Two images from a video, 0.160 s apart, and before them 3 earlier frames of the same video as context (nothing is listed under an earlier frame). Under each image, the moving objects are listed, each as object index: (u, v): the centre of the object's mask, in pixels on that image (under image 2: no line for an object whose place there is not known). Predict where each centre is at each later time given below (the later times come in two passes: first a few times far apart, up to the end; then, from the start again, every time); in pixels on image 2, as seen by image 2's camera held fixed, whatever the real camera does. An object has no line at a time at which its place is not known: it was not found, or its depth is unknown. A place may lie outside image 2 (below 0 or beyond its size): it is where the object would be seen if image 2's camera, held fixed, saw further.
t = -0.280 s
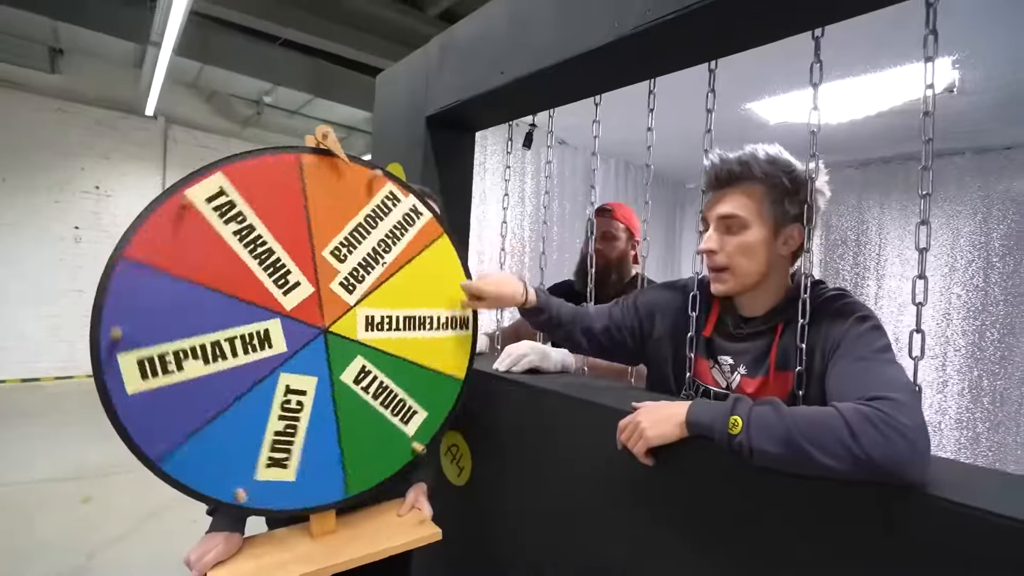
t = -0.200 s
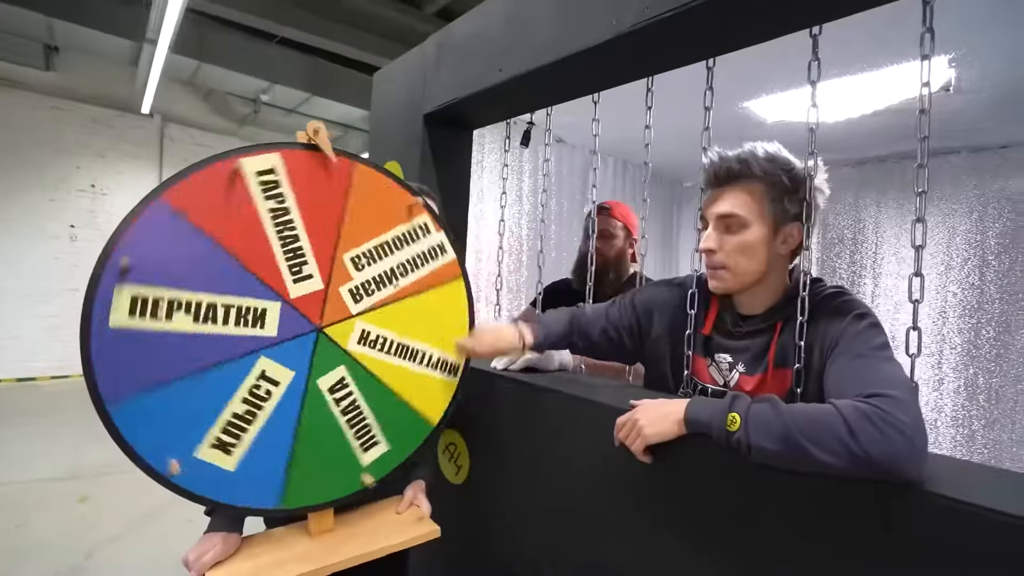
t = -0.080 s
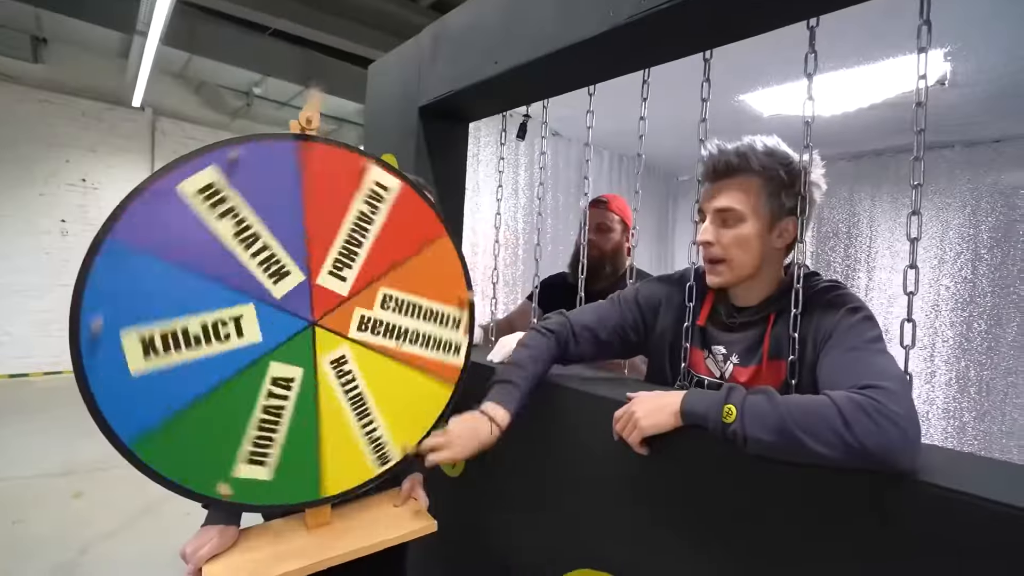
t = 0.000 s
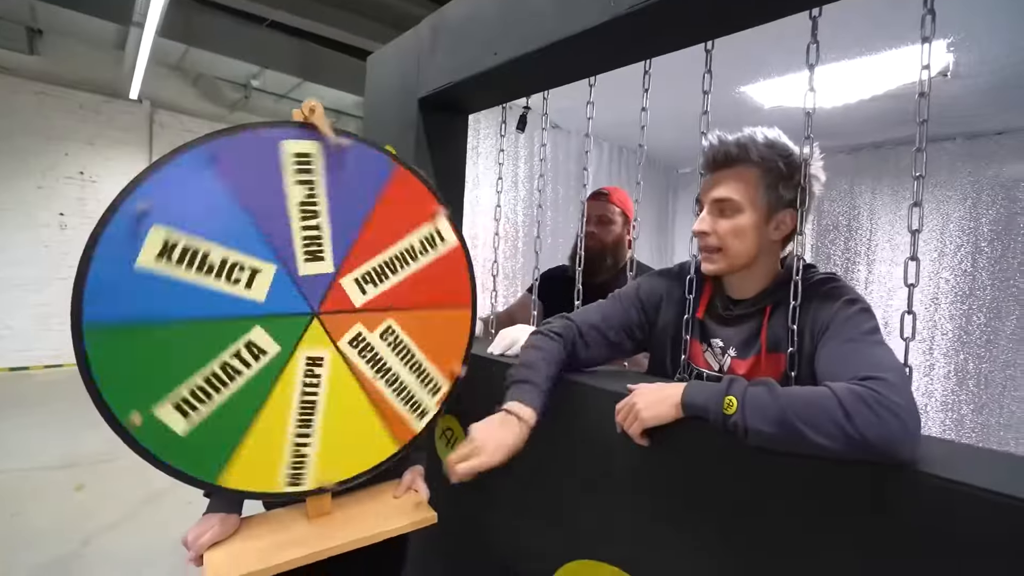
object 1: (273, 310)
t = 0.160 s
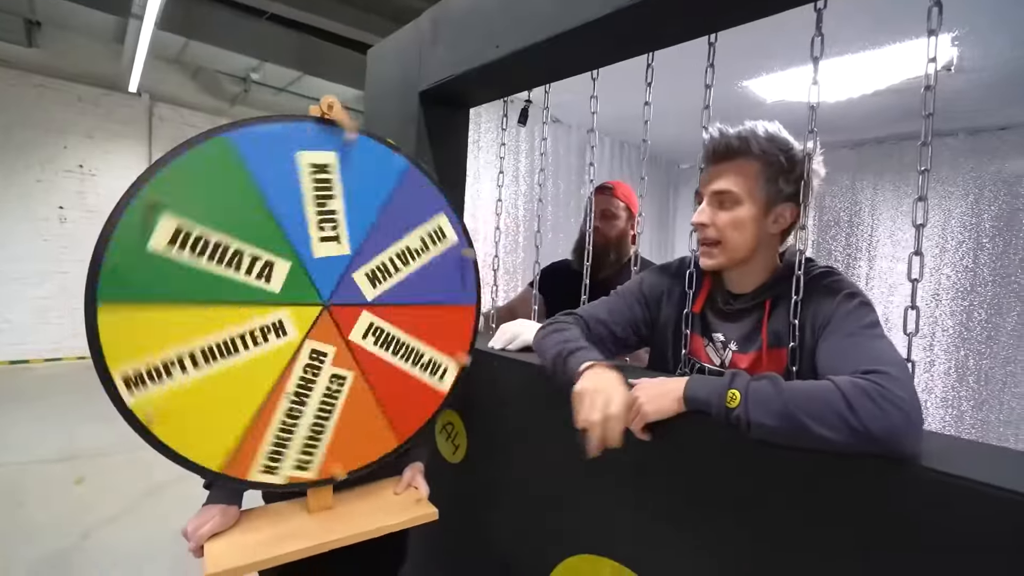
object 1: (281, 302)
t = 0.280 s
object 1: (287, 302)
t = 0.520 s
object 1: (293, 304)
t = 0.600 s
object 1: (294, 303)
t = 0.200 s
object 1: (284, 302)
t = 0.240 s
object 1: (286, 302)
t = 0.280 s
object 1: (287, 302)
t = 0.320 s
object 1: (289, 302)
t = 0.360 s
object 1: (291, 302)
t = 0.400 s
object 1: (292, 303)
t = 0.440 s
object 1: (292, 303)
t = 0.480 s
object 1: (293, 303)
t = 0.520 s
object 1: (293, 304)
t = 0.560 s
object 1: (294, 304)
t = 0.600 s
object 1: (294, 303)
